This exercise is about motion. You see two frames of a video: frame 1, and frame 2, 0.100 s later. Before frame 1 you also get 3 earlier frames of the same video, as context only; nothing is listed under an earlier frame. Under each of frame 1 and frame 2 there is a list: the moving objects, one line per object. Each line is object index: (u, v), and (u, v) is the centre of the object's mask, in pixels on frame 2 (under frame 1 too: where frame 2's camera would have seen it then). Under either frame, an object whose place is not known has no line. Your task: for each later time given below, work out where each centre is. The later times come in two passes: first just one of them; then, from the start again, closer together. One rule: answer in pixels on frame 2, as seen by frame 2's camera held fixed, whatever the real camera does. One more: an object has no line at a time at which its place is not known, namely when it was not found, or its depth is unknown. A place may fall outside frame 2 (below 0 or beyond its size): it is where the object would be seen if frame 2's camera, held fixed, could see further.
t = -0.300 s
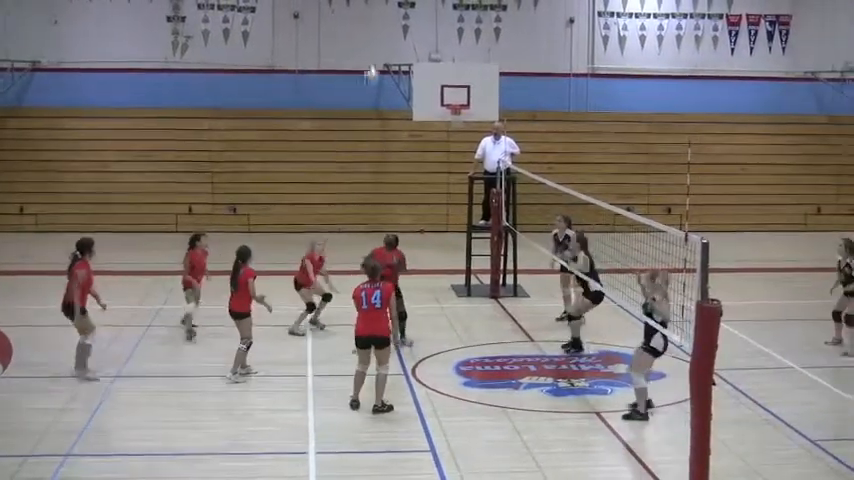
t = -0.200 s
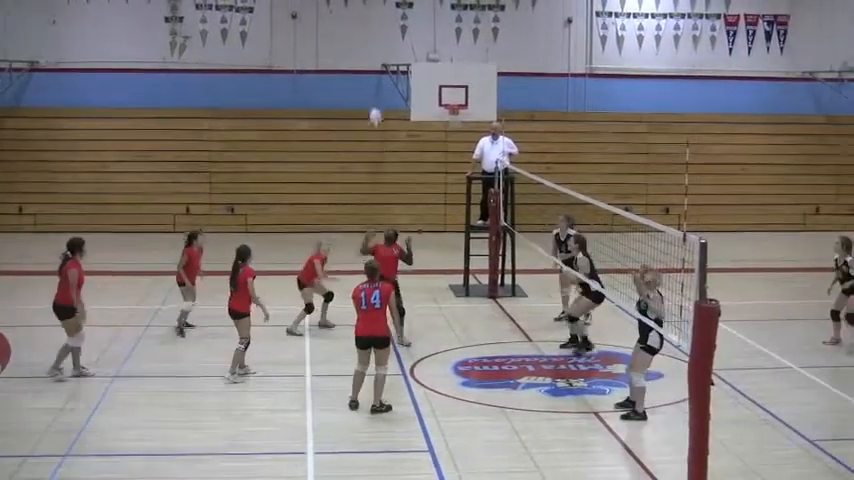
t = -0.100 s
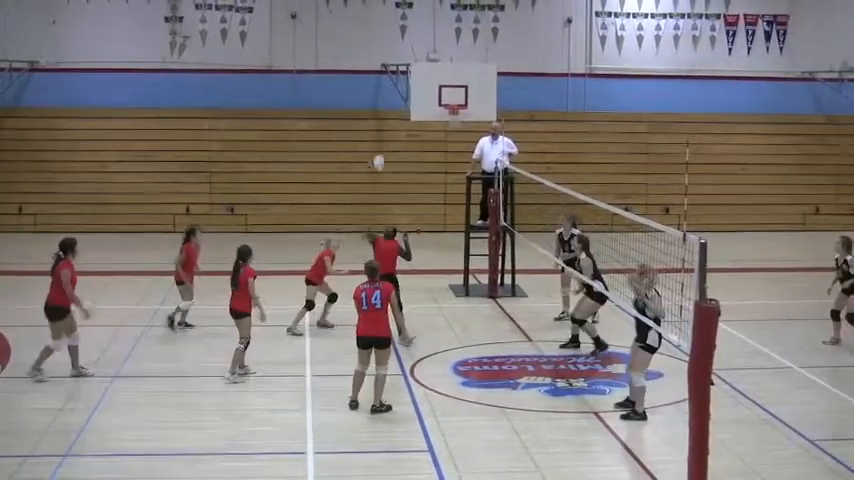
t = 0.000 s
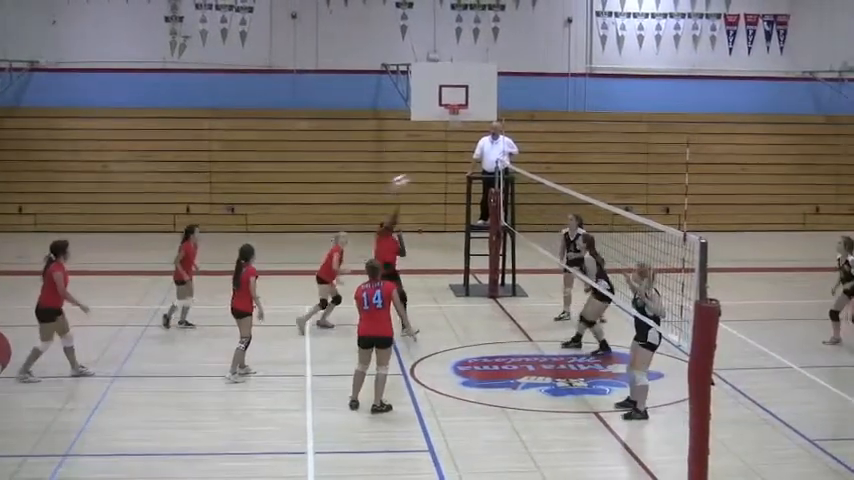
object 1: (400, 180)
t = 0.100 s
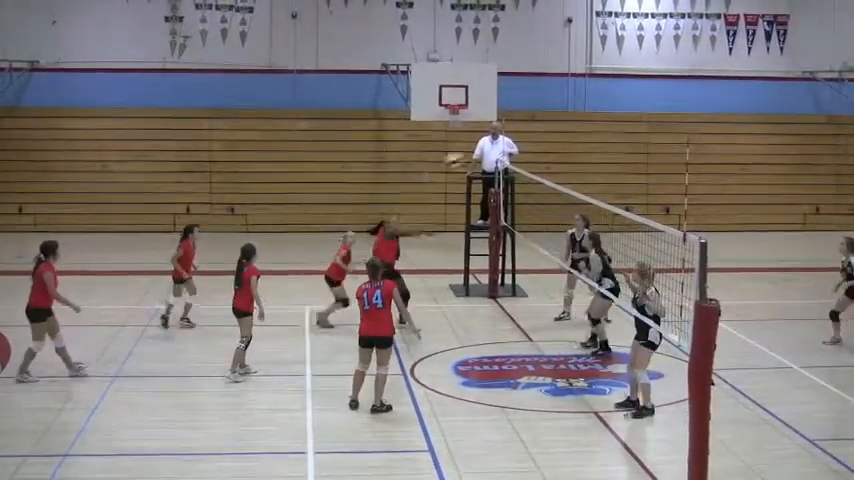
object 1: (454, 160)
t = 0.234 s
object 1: (526, 140)
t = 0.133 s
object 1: (469, 152)
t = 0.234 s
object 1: (526, 140)
